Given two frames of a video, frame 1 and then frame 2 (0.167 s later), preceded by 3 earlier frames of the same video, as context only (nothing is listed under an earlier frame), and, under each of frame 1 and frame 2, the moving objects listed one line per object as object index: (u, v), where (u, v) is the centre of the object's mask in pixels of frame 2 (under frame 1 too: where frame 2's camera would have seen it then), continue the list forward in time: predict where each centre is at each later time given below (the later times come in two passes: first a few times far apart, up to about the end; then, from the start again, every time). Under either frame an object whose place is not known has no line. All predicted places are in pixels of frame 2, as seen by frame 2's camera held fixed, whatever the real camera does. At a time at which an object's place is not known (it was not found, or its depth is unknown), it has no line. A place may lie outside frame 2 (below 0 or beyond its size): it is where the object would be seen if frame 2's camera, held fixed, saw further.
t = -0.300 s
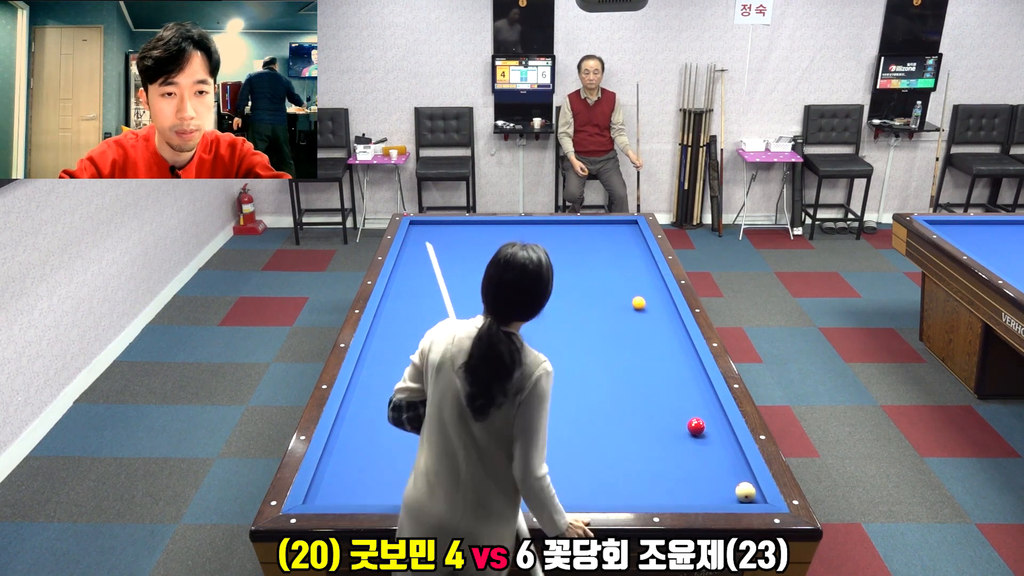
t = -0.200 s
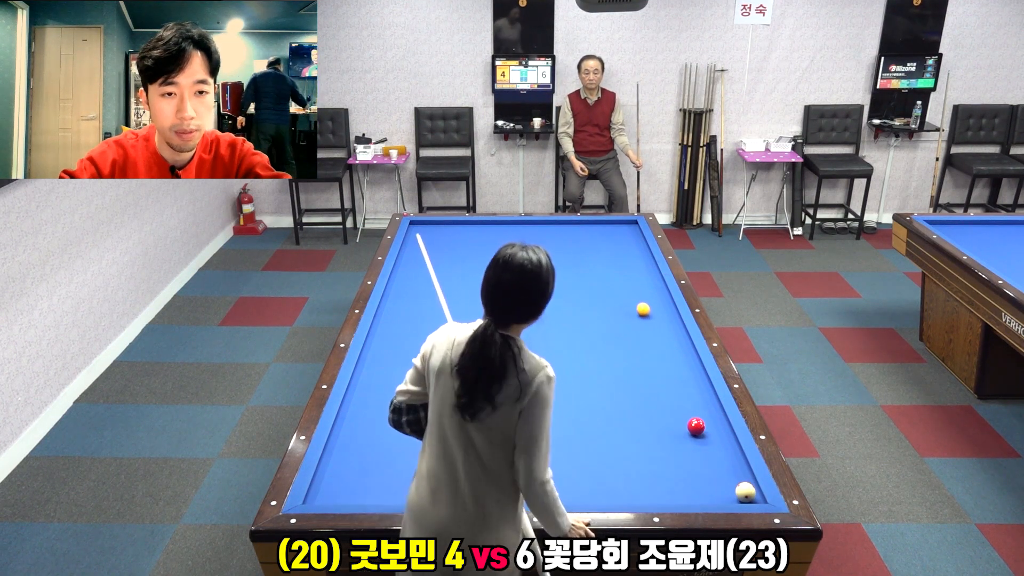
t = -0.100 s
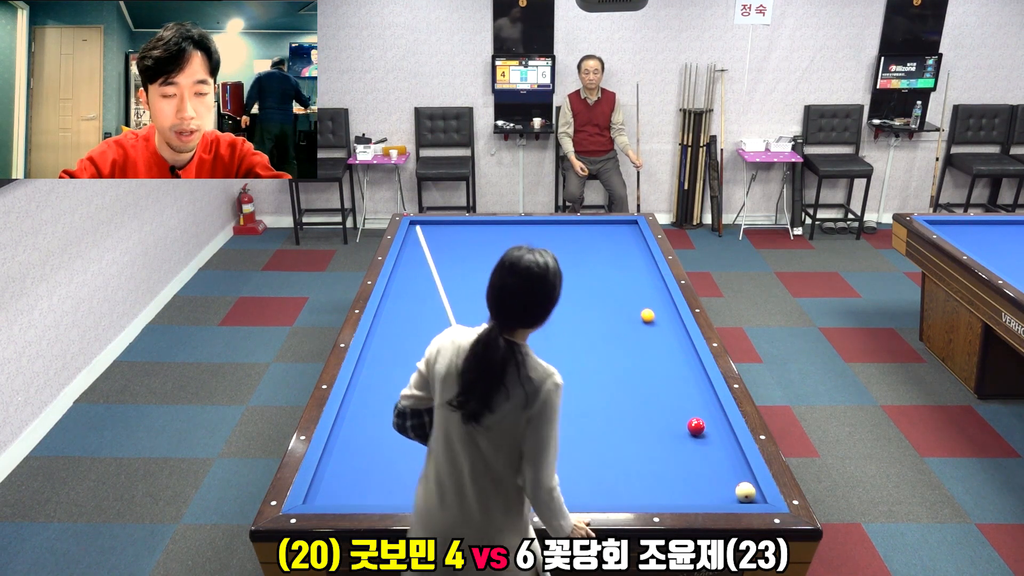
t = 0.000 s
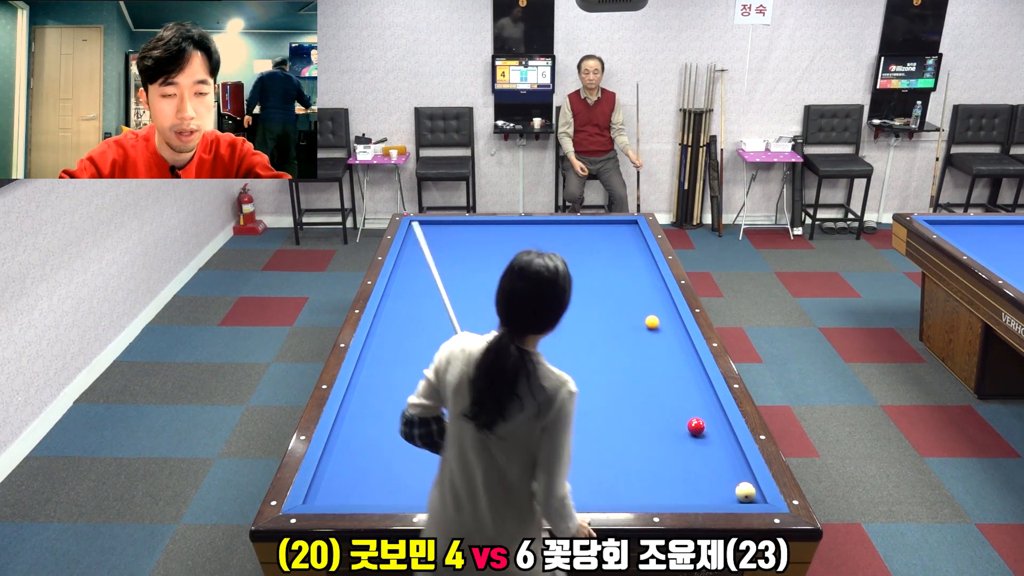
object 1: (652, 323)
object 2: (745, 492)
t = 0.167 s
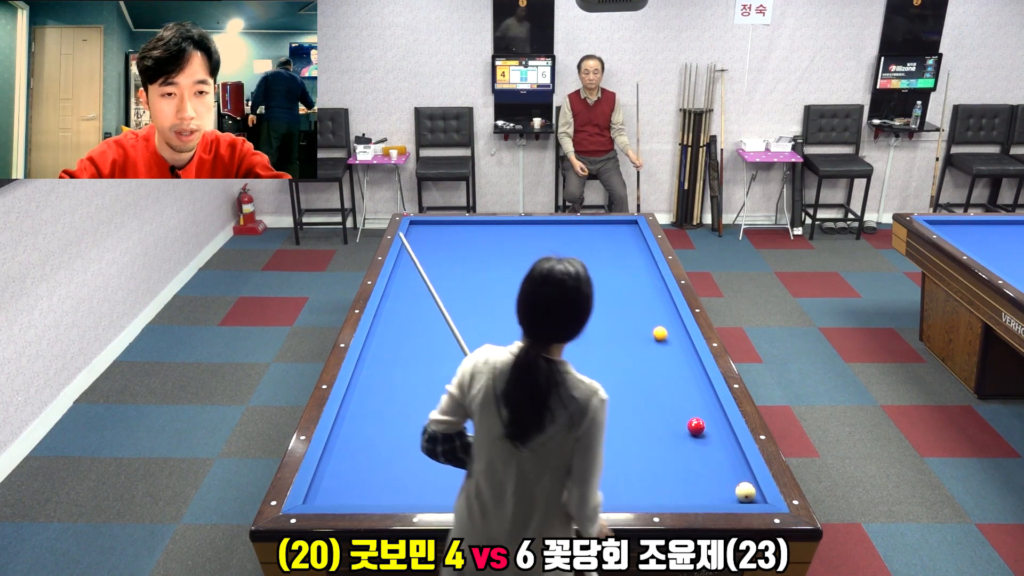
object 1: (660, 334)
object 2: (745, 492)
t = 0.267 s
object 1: (665, 341)
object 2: (745, 492)
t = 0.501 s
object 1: (677, 359)
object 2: (745, 492)
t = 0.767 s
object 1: (692, 380)
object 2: (745, 492)
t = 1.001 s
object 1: (707, 401)
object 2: (745, 492)
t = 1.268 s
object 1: (722, 427)
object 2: (745, 492)
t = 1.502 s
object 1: (729, 450)
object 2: (745, 492)
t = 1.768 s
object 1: (736, 477)
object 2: (745, 492)
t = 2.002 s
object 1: (732, 485)
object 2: (749, 494)
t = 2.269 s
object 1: (718, 485)
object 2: (749, 492)
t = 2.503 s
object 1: (706, 486)
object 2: (745, 490)
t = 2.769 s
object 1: (694, 486)
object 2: (741, 489)
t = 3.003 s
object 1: (684, 487)
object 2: (738, 488)
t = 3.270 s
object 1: (674, 487)
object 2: (735, 487)
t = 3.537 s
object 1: (664, 488)
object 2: (733, 486)
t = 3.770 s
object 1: (657, 488)
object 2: (732, 486)
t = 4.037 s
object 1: (649, 489)
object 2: (732, 486)
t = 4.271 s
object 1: (643, 489)
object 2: (732, 486)
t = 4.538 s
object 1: (637, 490)
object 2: (732, 486)
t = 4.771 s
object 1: (632, 490)
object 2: (732, 486)
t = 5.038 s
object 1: (627, 490)
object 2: (732, 486)
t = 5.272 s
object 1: (624, 491)
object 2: (732, 486)
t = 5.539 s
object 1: (621, 491)
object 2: (732, 486)
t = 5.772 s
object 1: (619, 491)
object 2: (733, 486)
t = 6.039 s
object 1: (618, 491)
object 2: (733, 486)
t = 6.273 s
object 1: (617, 491)
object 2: (733, 486)
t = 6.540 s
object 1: (617, 491)
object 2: (733, 486)
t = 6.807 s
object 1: (617, 491)
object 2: (733, 486)
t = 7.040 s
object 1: (617, 491)
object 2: (733, 486)
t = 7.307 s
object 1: (617, 491)
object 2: (733, 486)
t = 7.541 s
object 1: (617, 491)
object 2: (733, 486)
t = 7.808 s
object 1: (617, 491)
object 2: (732, 486)
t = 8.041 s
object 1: (617, 491)
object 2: (732, 486)
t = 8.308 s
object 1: (617, 491)
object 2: (733, 486)
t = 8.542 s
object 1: (617, 491)
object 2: (733, 486)
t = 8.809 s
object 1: (617, 491)
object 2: (732, 486)
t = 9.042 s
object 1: (617, 491)
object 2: (732, 486)
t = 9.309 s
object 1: (617, 491)
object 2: (732, 486)
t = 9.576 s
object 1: (617, 491)
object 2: (732, 486)
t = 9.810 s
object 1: (617, 491)
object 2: (732, 486)
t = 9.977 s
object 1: (617, 491)
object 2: (733, 486)
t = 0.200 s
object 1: (662, 336)
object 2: (745, 492)
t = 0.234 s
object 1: (663, 339)
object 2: (745, 492)
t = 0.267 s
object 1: (665, 341)
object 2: (745, 492)
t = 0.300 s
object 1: (666, 344)
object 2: (745, 492)
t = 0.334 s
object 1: (668, 346)
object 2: (745, 492)
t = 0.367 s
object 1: (670, 349)
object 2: (745, 492)
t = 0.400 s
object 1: (672, 351)
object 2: (745, 492)
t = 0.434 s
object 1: (674, 353)
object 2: (745, 492)
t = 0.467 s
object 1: (675, 356)
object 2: (745, 492)
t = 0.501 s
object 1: (677, 359)
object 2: (745, 492)
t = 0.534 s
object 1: (679, 361)
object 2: (745, 492)
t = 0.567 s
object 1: (681, 364)
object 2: (745, 492)
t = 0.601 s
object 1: (683, 367)
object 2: (745, 492)
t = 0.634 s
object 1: (684, 369)
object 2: (745, 492)
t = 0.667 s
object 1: (686, 372)
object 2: (745, 492)
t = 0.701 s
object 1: (688, 375)
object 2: (745, 492)
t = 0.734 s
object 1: (690, 378)
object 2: (745, 492)
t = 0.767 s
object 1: (692, 380)
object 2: (745, 492)
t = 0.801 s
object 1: (694, 383)
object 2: (745, 492)
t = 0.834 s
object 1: (696, 386)
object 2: (745, 492)
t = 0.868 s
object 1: (698, 389)
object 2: (745, 492)
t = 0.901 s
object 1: (700, 392)
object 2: (745, 492)
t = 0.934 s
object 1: (702, 395)
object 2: (745, 492)
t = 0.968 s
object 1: (704, 398)
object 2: (745, 492)
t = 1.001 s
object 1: (707, 401)
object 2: (745, 492)
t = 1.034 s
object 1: (709, 404)
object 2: (745, 492)
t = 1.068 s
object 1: (711, 407)
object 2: (745, 492)
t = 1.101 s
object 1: (713, 410)
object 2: (745, 492)
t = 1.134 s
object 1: (715, 414)
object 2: (745, 492)
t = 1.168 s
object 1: (717, 417)
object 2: (745, 492)
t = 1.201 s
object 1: (720, 420)
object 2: (745, 492)
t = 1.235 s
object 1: (721, 423)
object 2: (745, 492)
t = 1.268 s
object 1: (722, 427)
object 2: (745, 492)
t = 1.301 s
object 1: (723, 430)
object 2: (745, 492)
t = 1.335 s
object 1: (724, 433)
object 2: (745, 492)
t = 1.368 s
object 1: (725, 436)
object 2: (745, 492)
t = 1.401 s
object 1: (726, 440)
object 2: (745, 492)
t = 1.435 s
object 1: (727, 443)
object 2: (745, 492)
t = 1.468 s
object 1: (728, 446)
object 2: (745, 492)
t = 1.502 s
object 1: (729, 450)
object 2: (745, 492)
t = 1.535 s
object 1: (730, 453)
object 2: (745, 492)
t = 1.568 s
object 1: (731, 457)
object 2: (745, 492)
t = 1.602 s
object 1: (732, 460)
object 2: (745, 492)
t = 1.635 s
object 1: (732, 464)
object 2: (745, 492)
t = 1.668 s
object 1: (734, 467)
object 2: (745, 492)
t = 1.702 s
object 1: (735, 471)
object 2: (745, 492)
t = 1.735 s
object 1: (735, 474)
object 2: (745, 492)
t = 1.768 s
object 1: (736, 477)
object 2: (745, 492)
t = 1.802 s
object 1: (736, 479)
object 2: (746, 493)
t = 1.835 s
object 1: (736, 481)
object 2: (748, 495)
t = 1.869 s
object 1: (736, 482)
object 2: (749, 496)
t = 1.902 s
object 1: (735, 483)
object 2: (749, 496)
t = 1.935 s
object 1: (734, 484)
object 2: (749, 495)
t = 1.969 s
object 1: (733, 484)
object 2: (749, 494)
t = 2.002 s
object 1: (732, 485)
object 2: (749, 494)
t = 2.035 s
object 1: (730, 485)
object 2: (750, 493)
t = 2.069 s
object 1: (728, 485)
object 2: (751, 493)
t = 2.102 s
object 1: (726, 485)
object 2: (751, 493)
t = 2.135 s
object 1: (725, 485)
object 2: (752, 492)
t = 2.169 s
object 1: (723, 485)
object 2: (751, 492)
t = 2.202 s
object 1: (721, 485)
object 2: (751, 492)
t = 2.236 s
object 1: (720, 485)
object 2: (750, 492)
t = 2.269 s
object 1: (718, 485)
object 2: (749, 492)
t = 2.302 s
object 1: (716, 485)
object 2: (748, 491)
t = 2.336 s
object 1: (714, 485)
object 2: (748, 491)
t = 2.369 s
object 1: (713, 485)
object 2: (747, 491)
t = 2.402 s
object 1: (711, 485)
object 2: (747, 491)
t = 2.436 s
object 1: (710, 485)
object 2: (746, 491)
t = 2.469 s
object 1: (708, 486)
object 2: (745, 490)
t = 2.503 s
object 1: (706, 486)
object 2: (745, 490)
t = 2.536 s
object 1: (705, 486)
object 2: (744, 490)
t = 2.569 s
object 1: (703, 486)
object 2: (744, 490)
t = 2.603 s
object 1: (702, 486)
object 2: (743, 489)
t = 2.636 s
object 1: (700, 486)
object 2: (743, 489)
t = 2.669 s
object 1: (699, 486)
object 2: (742, 489)
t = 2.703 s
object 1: (697, 486)
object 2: (742, 489)
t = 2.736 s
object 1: (696, 486)
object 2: (741, 489)
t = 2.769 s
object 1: (694, 486)
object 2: (741, 489)
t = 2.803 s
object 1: (693, 486)
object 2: (740, 489)
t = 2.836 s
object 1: (692, 486)
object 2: (740, 488)
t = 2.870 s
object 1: (690, 486)
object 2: (739, 488)
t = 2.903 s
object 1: (689, 487)
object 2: (739, 488)
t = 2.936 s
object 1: (687, 487)
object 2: (738, 488)
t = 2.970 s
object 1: (686, 487)
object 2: (738, 488)
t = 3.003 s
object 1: (684, 487)
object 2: (738, 488)
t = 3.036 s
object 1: (683, 487)
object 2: (737, 488)
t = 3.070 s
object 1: (682, 487)
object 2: (737, 488)
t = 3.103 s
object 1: (680, 487)
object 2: (737, 487)
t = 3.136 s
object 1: (679, 487)
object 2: (736, 487)
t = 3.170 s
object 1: (678, 487)
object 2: (736, 487)
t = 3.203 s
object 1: (677, 487)
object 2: (735, 487)
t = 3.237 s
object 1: (675, 487)
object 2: (735, 487)
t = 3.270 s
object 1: (674, 487)
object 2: (735, 487)
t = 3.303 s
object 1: (673, 487)
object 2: (735, 487)
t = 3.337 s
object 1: (671, 487)
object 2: (734, 487)
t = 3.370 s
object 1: (670, 487)
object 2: (734, 487)
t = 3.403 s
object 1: (669, 488)
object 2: (734, 487)
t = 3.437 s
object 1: (668, 488)
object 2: (734, 487)
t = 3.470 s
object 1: (667, 488)
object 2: (734, 487)
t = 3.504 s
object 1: (666, 488)
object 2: (733, 486)
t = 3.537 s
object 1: (664, 488)
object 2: (733, 486)
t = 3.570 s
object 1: (663, 488)
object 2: (733, 486)
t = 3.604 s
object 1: (662, 488)
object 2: (733, 486)
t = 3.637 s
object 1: (661, 488)
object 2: (733, 486)
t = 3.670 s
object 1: (660, 488)
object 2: (733, 486)
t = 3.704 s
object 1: (659, 488)
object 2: (732, 486)
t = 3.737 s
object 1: (658, 488)
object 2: (733, 486)
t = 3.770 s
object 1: (657, 488)
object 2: (732, 486)
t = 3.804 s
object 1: (656, 488)
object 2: (732, 486)
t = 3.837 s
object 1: (655, 488)
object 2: (732, 486)
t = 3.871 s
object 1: (654, 488)
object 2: (732, 486)
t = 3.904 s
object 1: (653, 489)
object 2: (732, 486)
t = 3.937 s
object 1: (652, 488)
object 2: (732, 486)
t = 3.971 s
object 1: (651, 489)
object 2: (732, 486)
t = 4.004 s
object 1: (650, 489)
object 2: (732, 486)
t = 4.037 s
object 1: (649, 489)
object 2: (732, 486)
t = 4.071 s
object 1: (648, 489)
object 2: (732, 486)
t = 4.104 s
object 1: (647, 489)
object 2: (732, 486)
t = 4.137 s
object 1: (646, 489)
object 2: (732, 486)
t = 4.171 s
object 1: (645, 489)
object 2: (732, 486)
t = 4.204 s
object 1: (645, 489)
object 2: (732, 486)
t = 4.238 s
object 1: (644, 489)
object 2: (732, 486)
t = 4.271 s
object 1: (643, 489)
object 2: (732, 486)
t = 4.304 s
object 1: (642, 489)
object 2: (732, 486)
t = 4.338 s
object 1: (641, 489)
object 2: (732, 486)
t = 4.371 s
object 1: (640, 489)
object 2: (732, 486)
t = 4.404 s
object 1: (640, 489)
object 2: (732, 486)
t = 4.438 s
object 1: (639, 489)
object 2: (732, 486)
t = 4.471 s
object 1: (638, 489)
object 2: (732, 486)
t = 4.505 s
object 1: (637, 490)
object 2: (732, 486)
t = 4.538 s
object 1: (637, 490)
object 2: (732, 486)
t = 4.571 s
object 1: (636, 490)
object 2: (732, 486)
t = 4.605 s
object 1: (635, 490)
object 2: (732, 486)
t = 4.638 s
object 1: (634, 490)
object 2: (732, 486)
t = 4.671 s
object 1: (634, 490)
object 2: (732, 486)
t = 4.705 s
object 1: (633, 490)
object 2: (732, 486)
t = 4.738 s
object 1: (633, 490)
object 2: (732, 486)
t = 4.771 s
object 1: (632, 490)
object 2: (732, 486)
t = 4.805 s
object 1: (631, 490)
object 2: (732, 486)
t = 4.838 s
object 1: (631, 490)
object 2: (732, 486)
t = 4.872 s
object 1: (630, 490)
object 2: (732, 486)
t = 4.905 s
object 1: (629, 490)
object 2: (732, 486)
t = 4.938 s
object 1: (629, 490)
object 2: (732, 486)
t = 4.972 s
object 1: (628, 490)
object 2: (732, 486)
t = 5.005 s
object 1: (628, 490)
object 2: (732, 486)
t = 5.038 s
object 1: (627, 490)
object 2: (732, 486)
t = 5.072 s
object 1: (627, 490)
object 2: (732, 486)
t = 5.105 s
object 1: (626, 491)
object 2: (732, 486)
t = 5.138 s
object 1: (626, 490)
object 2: (732, 486)
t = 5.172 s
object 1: (625, 491)
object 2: (732, 486)
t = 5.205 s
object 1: (625, 491)
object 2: (732, 486)
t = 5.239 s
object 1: (625, 491)
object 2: (732, 486)
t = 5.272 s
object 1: (624, 491)
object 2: (732, 486)
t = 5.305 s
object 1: (624, 491)
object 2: (732, 486)
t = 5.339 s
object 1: (623, 491)
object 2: (733, 486)
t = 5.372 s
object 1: (623, 491)
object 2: (732, 486)
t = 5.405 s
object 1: (623, 491)
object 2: (732, 486)
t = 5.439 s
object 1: (622, 491)
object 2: (733, 486)
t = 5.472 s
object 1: (622, 491)
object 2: (732, 486)
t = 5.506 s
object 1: (621, 491)
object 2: (732, 486)
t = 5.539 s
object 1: (621, 491)
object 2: (732, 486)
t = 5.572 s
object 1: (621, 491)
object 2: (733, 486)
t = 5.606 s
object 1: (621, 491)
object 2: (733, 486)
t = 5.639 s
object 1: (620, 491)
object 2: (733, 486)
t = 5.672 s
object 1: (620, 491)
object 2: (733, 486)
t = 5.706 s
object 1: (620, 491)
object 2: (733, 486)
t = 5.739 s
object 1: (619, 491)
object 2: (733, 486)
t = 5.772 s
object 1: (619, 491)
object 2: (733, 486)
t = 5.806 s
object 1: (619, 491)
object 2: (733, 486)
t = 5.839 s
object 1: (619, 491)
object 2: (733, 486)
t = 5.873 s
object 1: (618, 491)
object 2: (733, 486)
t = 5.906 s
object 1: (618, 491)
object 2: (733, 486)
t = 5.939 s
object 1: (618, 491)
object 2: (733, 486)
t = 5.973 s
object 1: (618, 491)
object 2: (733, 486)
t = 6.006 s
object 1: (618, 491)
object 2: (733, 486)
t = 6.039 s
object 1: (618, 491)
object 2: (733, 486)
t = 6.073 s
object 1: (617, 491)
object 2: (733, 486)
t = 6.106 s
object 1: (617, 491)
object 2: (733, 486)
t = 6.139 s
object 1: (617, 491)
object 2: (733, 486)
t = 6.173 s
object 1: (617, 491)
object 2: (733, 486)
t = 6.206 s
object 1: (617, 491)
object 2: (733, 486)
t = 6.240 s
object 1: (617, 491)
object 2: (733, 486)
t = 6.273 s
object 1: (617, 491)
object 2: (733, 486)
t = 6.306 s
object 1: (617, 491)
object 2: (733, 486)
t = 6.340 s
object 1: (617, 491)
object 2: (733, 486)
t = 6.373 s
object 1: (617, 491)
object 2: (733, 486)
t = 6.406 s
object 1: (617, 491)
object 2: (733, 486)
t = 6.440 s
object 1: (617, 491)
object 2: (733, 486)
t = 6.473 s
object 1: (617, 491)
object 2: (733, 486)
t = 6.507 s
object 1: (617, 491)
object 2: (733, 486)
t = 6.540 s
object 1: (617, 491)
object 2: (733, 486)
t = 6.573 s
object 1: (617, 491)
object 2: (733, 486)
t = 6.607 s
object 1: (617, 491)
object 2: (733, 486)
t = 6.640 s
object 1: (617, 491)
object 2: (733, 486)
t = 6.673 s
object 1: (617, 491)
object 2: (733, 486)
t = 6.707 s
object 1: (617, 491)
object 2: (733, 486)
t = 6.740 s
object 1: (617, 491)
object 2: (733, 486)
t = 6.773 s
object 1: (617, 491)
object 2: (733, 486)
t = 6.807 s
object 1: (617, 491)
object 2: (733, 486)
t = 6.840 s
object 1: (617, 491)
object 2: (733, 486)
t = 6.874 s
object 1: (617, 491)
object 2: (733, 486)
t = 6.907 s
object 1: (617, 491)
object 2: (733, 486)
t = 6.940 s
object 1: (617, 491)
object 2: (733, 486)
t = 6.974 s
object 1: (617, 491)
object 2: (733, 486)
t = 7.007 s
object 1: (617, 491)
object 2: (733, 486)
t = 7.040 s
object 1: (617, 491)
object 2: (733, 486)
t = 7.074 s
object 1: (617, 491)
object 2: (733, 486)
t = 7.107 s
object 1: (617, 491)
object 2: (733, 486)
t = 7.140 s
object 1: (617, 491)
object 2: (733, 486)
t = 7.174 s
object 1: (617, 491)
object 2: (733, 486)
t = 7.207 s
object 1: (617, 491)
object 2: (733, 486)
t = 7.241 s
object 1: (617, 491)
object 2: (733, 486)
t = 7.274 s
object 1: (617, 491)
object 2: (733, 486)
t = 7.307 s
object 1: (617, 491)
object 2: (733, 486)
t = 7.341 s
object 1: (617, 491)
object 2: (733, 486)
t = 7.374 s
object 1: (617, 491)
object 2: (733, 486)
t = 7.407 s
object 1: (617, 491)
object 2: (733, 486)
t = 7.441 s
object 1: (617, 491)
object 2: (733, 486)
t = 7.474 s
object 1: (617, 491)
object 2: (733, 486)
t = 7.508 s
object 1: (617, 491)
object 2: (733, 486)
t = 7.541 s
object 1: (617, 491)
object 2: (733, 486)
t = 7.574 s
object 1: (617, 491)
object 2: (733, 486)
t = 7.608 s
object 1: (617, 491)
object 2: (733, 486)
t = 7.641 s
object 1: (617, 491)
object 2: (733, 486)
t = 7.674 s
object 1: (617, 491)
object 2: (732, 486)
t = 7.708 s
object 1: (617, 491)
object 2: (733, 486)
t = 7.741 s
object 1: (617, 491)
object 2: (733, 486)
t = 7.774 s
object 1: (617, 491)
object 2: (732, 486)
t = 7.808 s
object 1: (617, 491)
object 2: (732, 486)
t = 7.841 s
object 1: (617, 491)
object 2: (732, 486)
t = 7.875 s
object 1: (617, 491)
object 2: (733, 486)
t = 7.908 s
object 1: (617, 491)
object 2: (732, 486)
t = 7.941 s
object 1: (617, 491)
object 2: (732, 486)
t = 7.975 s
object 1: (617, 491)
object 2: (732, 486)
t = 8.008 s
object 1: (617, 491)
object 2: (732, 486)
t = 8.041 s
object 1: (617, 491)
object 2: (732, 486)
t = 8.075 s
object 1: (617, 491)
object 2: (732, 486)
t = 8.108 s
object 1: (617, 491)
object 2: (732, 486)
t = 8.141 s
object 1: (617, 491)
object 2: (732, 486)
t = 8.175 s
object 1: (617, 491)
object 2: (732, 486)
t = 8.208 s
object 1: (617, 491)
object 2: (732, 486)
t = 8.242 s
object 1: (617, 491)
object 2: (732, 486)
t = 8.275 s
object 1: (617, 491)
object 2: (732, 486)
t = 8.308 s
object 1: (617, 491)
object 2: (733, 486)
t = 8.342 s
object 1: (617, 491)
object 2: (732, 486)
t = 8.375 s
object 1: (617, 491)
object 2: (732, 486)
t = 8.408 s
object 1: (617, 491)
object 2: (732, 486)
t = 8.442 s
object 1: (617, 491)
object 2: (732, 486)
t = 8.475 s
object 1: (617, 491)
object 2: (732, 486)
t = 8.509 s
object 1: (617, 491)
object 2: (733, 486)
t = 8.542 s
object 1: (617, 491)
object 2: (733, 486)
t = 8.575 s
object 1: (617, 491)
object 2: (733, 486)
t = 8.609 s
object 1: (617, 491)
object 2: (733, 486)
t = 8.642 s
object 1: (617, 491)
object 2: (732, 486)
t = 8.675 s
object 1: (617, 491)
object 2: (732, 486)
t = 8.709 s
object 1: (617, 491)
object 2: (732, 486)
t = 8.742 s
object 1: (617, 491)
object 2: (733, 486)
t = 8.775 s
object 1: (617, 491)
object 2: (732, 486)
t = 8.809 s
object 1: (617, 491)
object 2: (732, 486)
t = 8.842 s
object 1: (617, 491)
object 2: (732, 486)
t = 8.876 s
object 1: (617, 491)
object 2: (732, 486)
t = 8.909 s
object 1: (617, 491)
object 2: (732, 486)
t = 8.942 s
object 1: (617, 491)
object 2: (732, 486)
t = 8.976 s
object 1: (617, 491)
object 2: (732, 486)
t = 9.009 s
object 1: (617, 491)
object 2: (732, 486)
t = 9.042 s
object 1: (617, 491)
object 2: (732, 486)
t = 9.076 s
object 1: (617, 491)
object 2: (732, 486)
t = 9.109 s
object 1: (617, 491)
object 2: (732, 486)
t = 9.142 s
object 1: (617, 491)
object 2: (732, 486)
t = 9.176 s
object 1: (617, 491)
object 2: (732, 486)
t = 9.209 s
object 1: (617, 491)
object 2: (732, 486)
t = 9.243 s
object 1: (617, 491)
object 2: (732, 486)
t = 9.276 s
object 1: (617, 491)
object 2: (732, 486)
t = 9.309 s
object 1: (617, 491)
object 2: (732, 486)
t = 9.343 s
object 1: (617, 491)
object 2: (732, 486)
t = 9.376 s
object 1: (617, 491)
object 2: (732, 486)
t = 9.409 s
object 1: (617, 491)
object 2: (732, 486)
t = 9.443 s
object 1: (617, 491)
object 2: (732, 486)
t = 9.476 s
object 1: (617, 491)
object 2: (732, 486)
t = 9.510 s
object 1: (617, 491)
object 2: (732, 486)
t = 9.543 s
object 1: (617, 491)
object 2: (732, 486)
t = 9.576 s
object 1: (617, 491)
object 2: (732, 486)
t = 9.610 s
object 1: (617, 491)
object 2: (732, 486)
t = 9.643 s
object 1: (617, 491)
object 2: (732, 486)
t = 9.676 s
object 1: (617, 491)
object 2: (732, 486)
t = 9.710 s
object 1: (617, 491)
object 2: (732, 486)
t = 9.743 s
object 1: (617, 491)
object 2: (732, 486)
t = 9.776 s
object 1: (617, 491)
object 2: (732, 486)
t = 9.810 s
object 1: (617, 491)
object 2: (732, 486)
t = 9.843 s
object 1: (617, 491)
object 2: (732, 486)
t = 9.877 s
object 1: (617, 491)
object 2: (732, 486)
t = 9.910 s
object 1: (617, 491)
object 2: (733, 486)
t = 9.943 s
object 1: (617, 491)
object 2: (733, 486)
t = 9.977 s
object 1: (617, 491)
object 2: (733, 486)
